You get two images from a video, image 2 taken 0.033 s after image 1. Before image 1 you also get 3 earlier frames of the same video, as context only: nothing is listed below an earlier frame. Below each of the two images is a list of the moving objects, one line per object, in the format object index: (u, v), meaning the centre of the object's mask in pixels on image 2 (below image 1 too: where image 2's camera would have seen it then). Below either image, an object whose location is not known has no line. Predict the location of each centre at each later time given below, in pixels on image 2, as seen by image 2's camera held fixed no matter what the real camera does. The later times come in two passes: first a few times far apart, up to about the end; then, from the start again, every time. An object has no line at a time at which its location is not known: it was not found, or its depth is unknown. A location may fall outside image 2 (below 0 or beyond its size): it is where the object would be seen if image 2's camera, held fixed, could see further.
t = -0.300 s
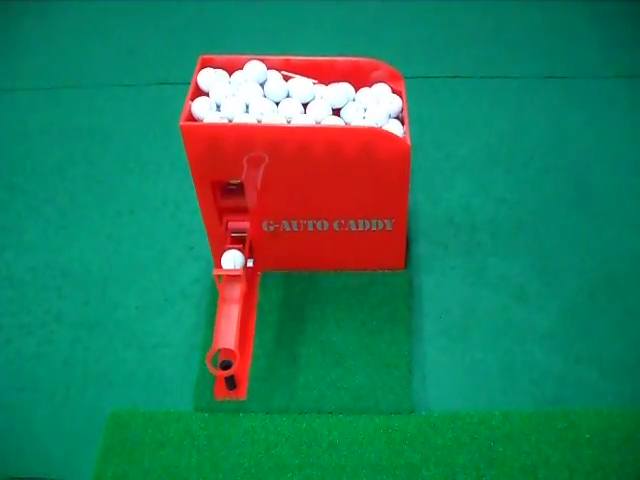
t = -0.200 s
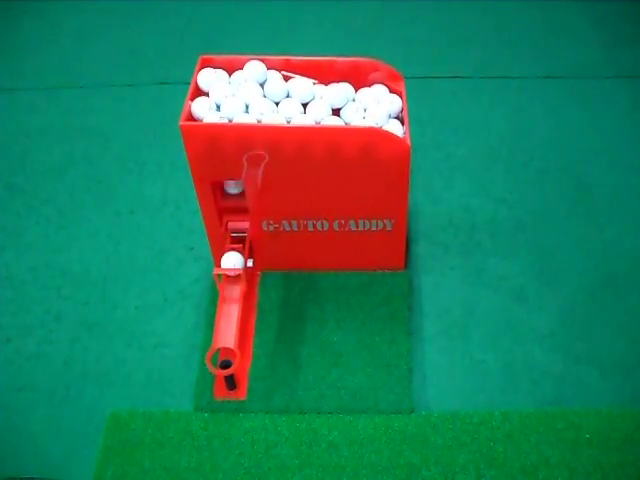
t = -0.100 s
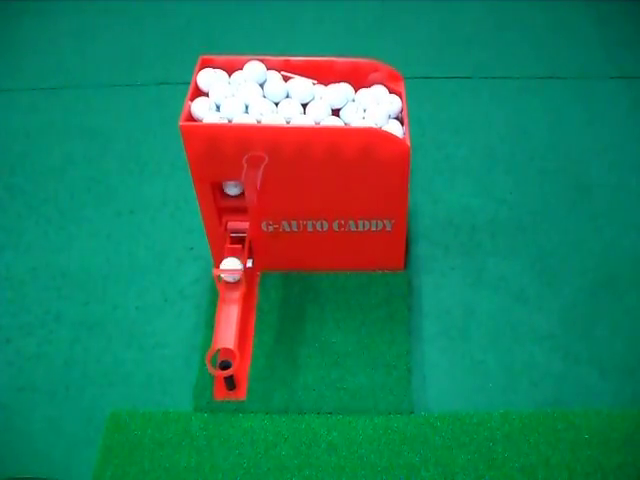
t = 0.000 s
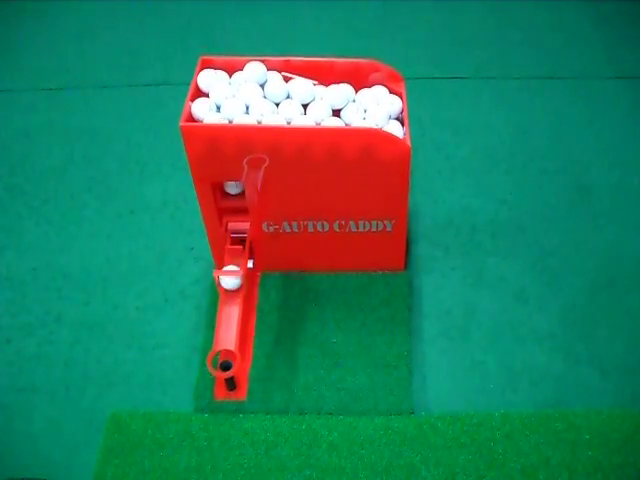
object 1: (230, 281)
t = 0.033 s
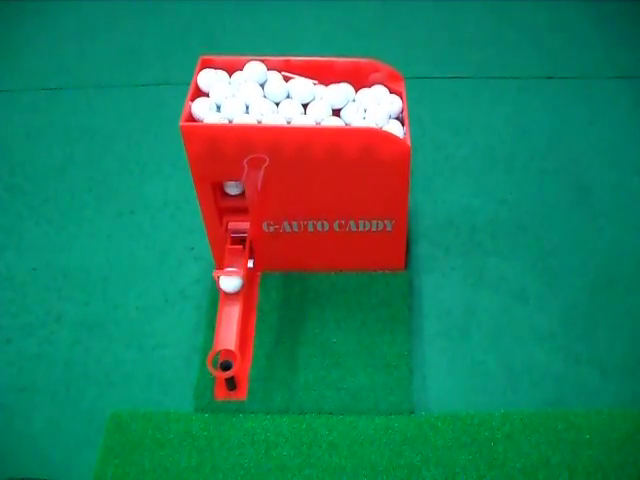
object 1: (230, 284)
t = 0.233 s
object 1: (228, 302)
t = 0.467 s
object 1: (226, 337)
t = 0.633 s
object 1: (223, 357)
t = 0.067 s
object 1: (231, 284)
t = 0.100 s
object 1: (230, 286)
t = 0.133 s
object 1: (229, 291)
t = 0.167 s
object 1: (228, 294)
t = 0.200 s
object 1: (227, 296)
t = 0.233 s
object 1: (228, 302)
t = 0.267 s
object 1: (228, 306)
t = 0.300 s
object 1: (226, 311)
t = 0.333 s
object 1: (227, 315)
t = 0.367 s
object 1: (228, 319)
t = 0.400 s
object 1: (228, 324)
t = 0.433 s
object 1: (227, 331)
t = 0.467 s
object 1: (226, 337)
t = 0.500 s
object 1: (225, 343)
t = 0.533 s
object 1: (224, 351)
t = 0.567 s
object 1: (224, 357)
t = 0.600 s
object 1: (223, 357)
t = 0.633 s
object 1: (223, 357)
